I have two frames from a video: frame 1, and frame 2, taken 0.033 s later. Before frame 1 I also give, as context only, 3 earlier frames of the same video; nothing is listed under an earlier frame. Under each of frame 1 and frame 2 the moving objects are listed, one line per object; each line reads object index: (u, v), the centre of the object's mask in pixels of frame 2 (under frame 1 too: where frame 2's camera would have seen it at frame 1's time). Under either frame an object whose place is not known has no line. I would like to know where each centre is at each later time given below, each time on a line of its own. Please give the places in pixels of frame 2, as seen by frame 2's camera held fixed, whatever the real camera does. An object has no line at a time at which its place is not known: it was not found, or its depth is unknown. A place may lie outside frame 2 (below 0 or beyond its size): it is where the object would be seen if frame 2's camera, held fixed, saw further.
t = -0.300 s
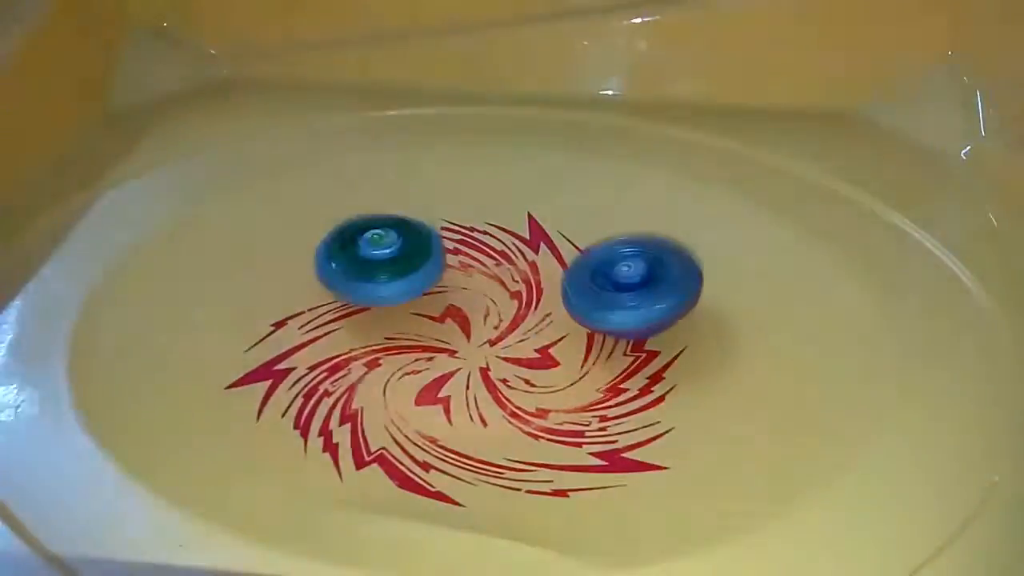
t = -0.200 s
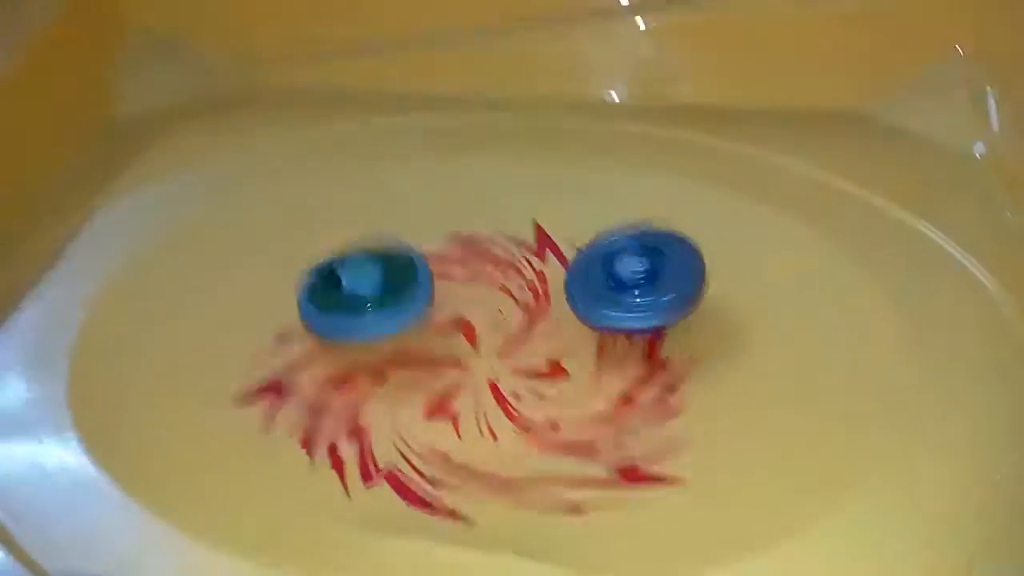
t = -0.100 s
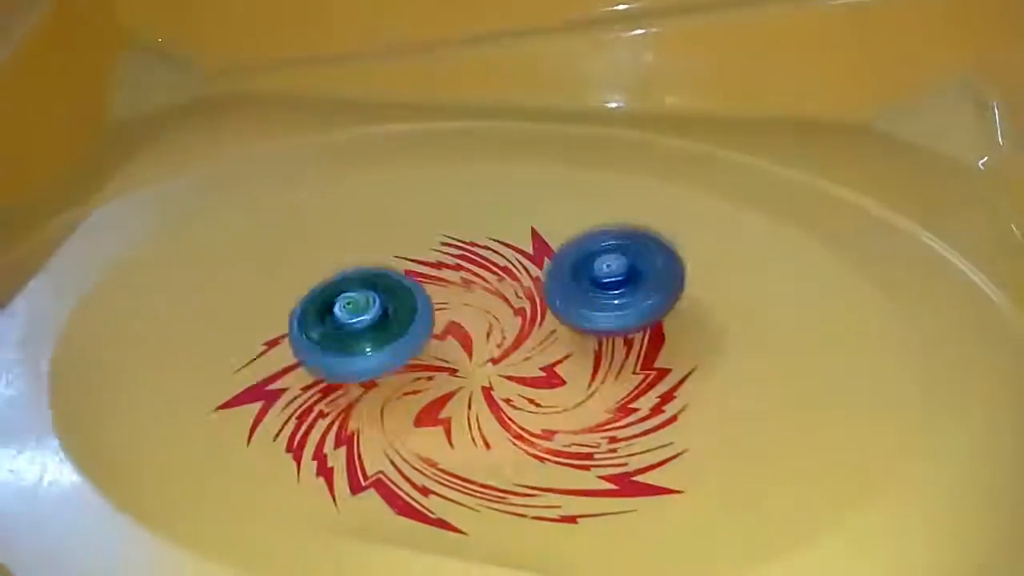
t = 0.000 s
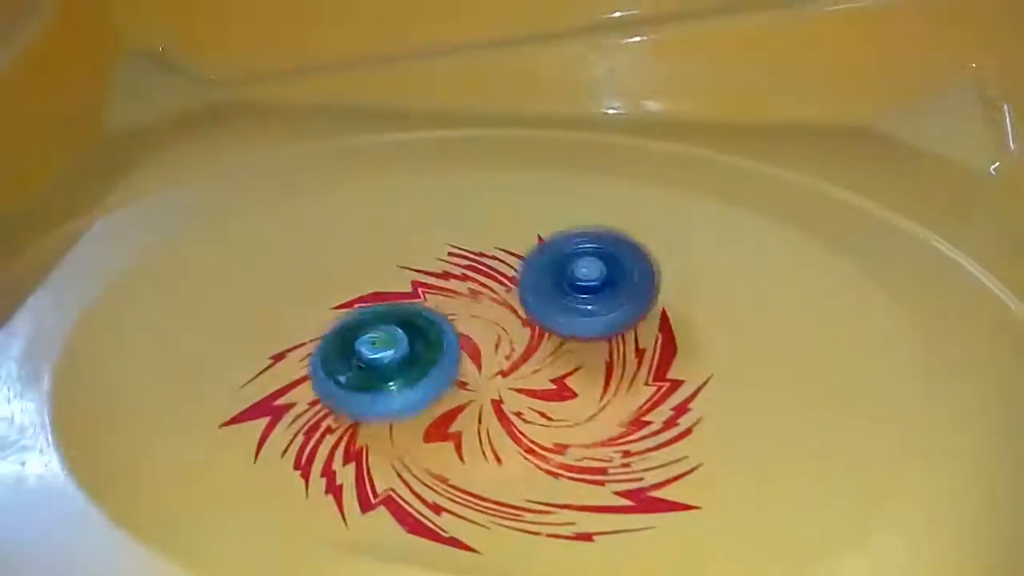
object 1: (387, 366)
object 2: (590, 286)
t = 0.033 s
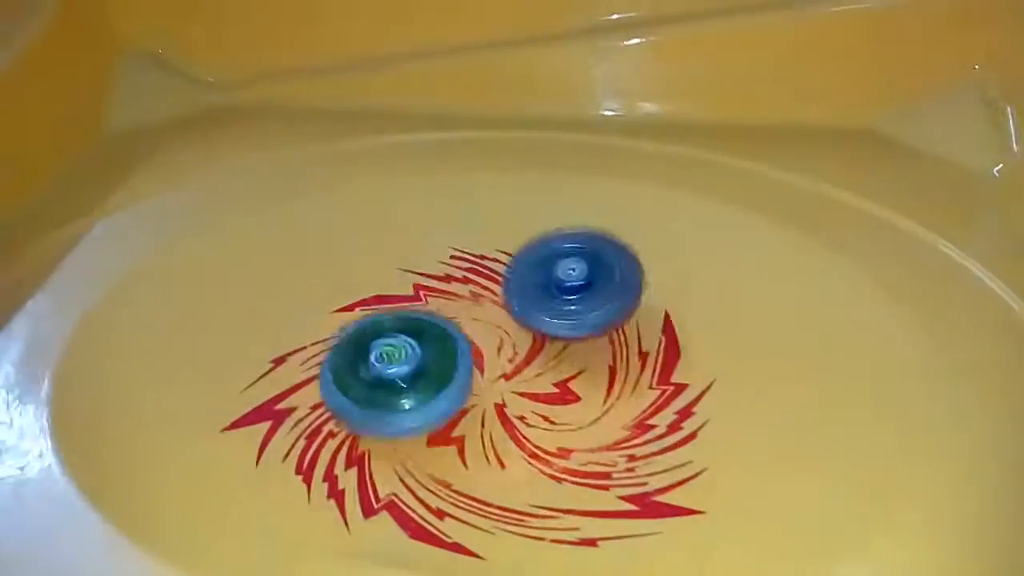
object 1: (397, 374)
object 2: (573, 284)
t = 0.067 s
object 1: (409, 381)
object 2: (558, 280)
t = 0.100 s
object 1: (422, 389)
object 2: (541, 278)
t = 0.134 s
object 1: (435, 394)
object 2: (525, 275)
